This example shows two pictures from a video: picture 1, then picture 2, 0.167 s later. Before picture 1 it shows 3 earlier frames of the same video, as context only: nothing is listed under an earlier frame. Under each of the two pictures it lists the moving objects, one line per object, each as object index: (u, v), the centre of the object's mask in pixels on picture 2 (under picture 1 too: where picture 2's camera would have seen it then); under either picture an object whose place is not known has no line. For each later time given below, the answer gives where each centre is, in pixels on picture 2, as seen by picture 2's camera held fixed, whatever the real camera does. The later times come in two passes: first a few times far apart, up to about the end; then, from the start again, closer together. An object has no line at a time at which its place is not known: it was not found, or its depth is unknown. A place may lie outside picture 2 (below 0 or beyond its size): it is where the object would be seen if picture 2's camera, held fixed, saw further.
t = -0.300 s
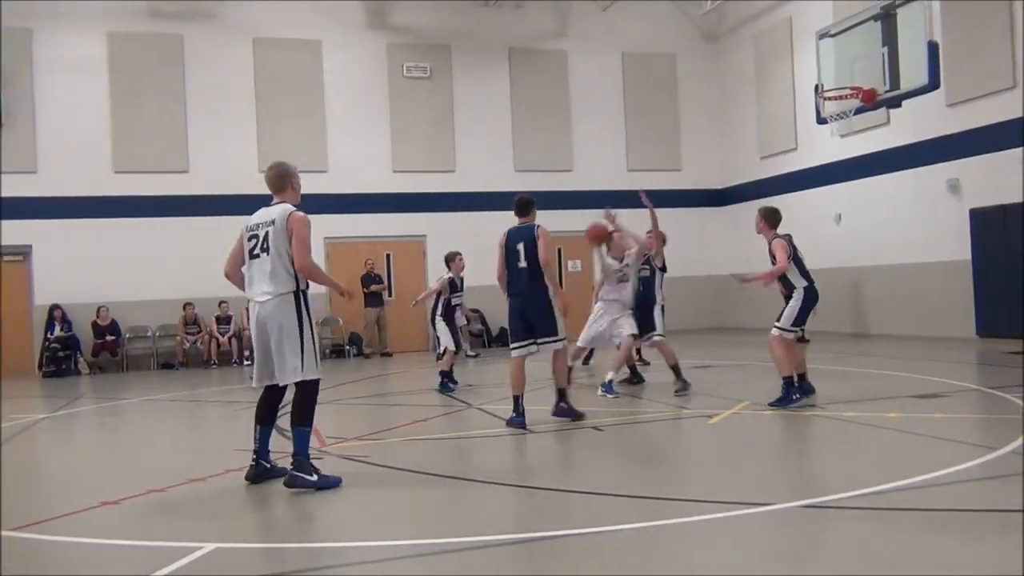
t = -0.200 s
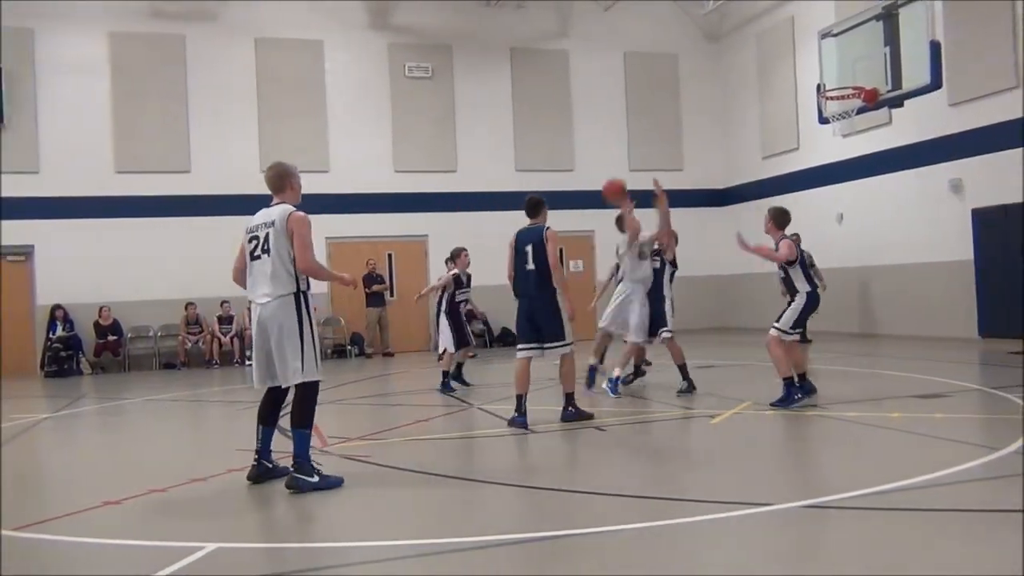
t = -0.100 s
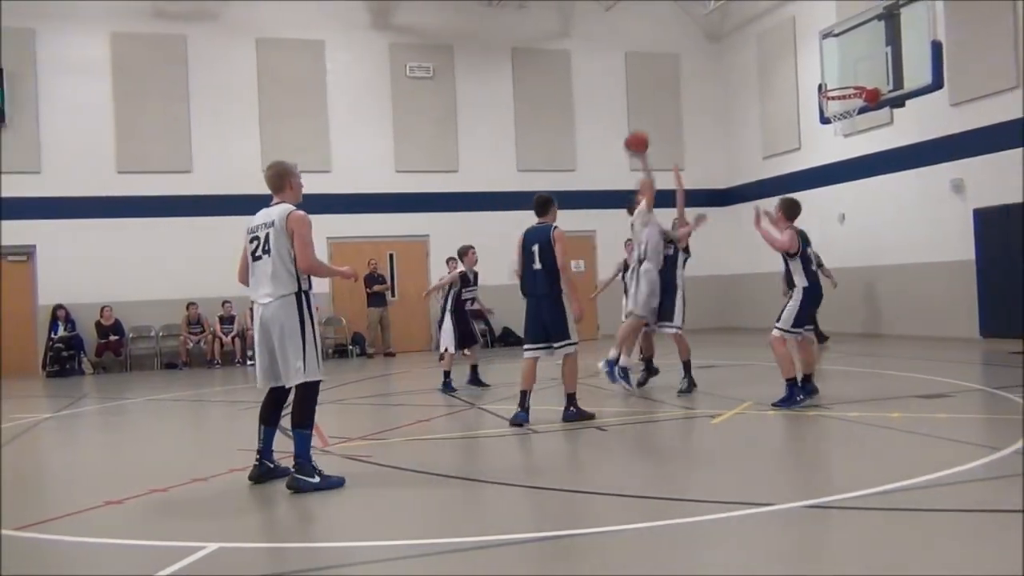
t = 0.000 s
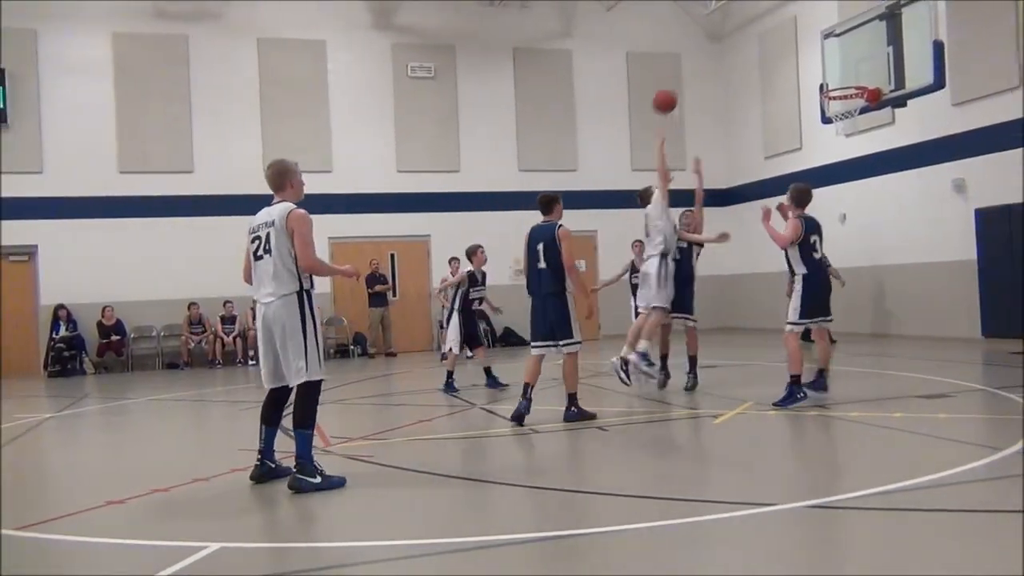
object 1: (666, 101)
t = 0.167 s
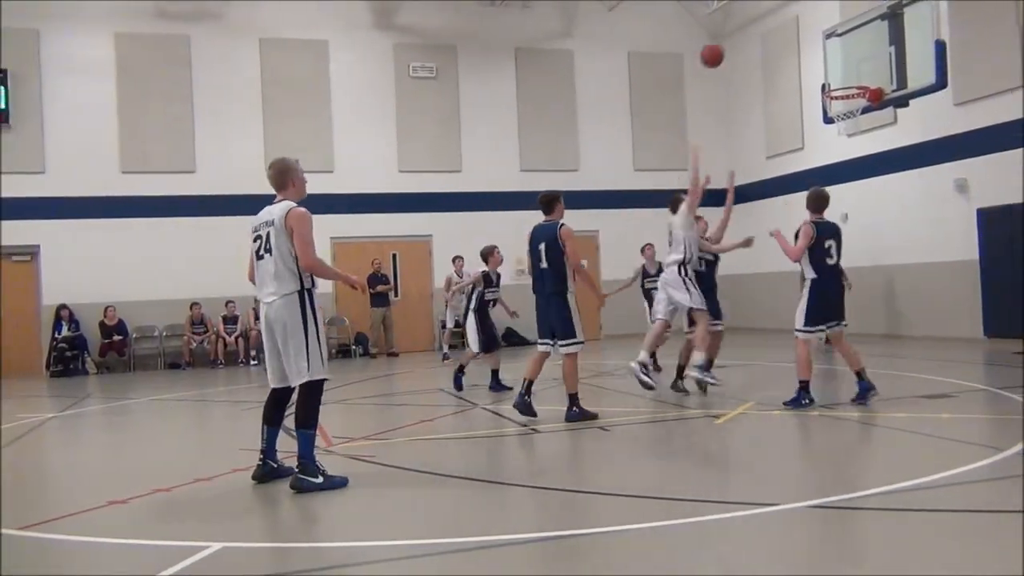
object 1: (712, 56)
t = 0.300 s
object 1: (748, 39)
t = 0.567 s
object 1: (819, 58)
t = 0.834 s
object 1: (889, 142)
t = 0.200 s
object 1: (721, 50)
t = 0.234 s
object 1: (729, 45)
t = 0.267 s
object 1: (739, 42)
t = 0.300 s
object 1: (748, 39)
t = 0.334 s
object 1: (757, 38)
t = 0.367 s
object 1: (766, 37)
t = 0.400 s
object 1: (774, 38)
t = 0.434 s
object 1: (784, 40)
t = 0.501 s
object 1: (801, 47)
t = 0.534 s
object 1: (810, 52)
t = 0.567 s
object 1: (819, 58)
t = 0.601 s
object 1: (828, 65)
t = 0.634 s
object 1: (837, 74)
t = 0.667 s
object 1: (845, 82)
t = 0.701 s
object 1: (854, 92)
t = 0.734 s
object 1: (863, 104)
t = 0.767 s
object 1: (872, 115)
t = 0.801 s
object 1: (880, 128)
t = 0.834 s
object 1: (889, 142)
